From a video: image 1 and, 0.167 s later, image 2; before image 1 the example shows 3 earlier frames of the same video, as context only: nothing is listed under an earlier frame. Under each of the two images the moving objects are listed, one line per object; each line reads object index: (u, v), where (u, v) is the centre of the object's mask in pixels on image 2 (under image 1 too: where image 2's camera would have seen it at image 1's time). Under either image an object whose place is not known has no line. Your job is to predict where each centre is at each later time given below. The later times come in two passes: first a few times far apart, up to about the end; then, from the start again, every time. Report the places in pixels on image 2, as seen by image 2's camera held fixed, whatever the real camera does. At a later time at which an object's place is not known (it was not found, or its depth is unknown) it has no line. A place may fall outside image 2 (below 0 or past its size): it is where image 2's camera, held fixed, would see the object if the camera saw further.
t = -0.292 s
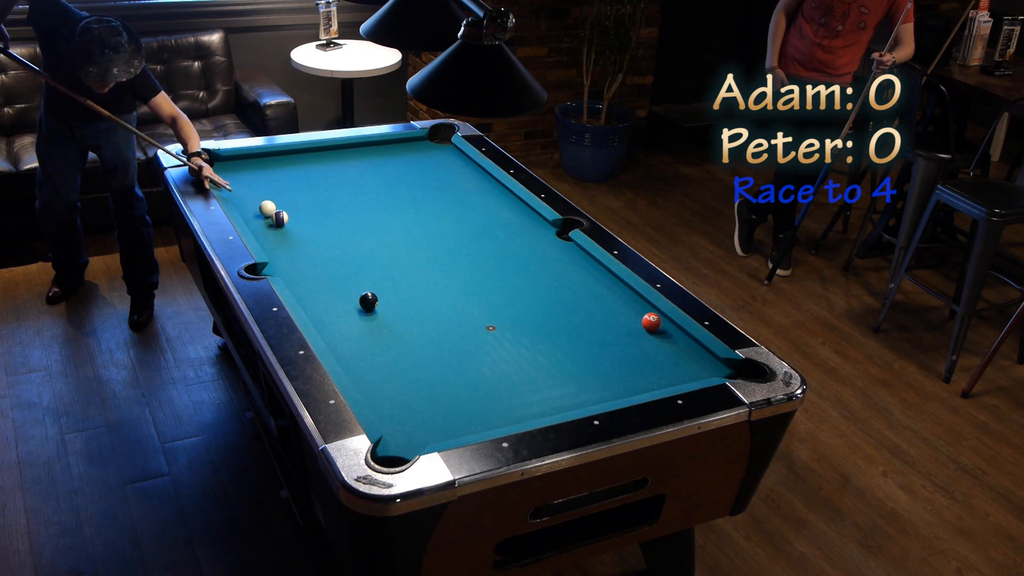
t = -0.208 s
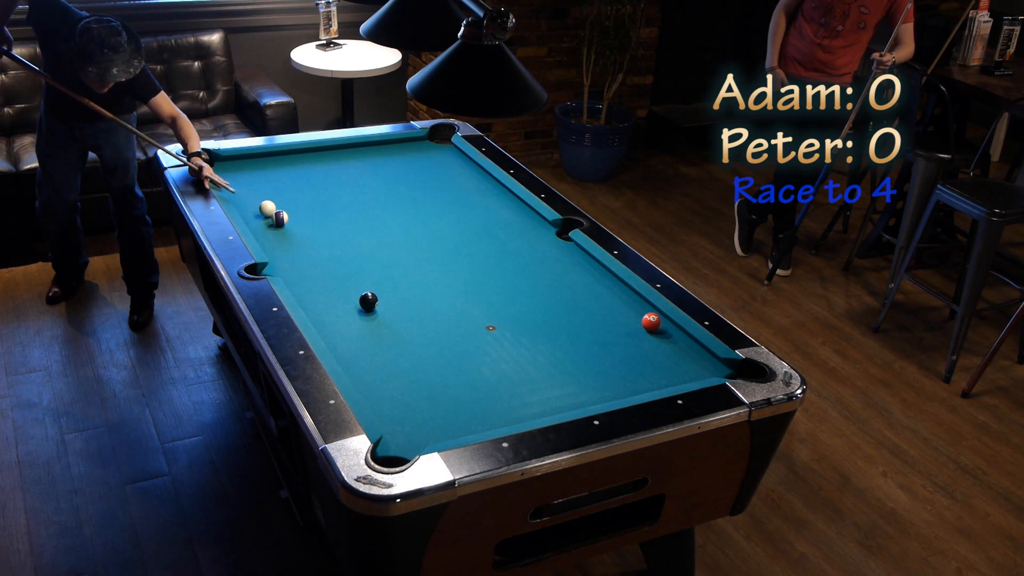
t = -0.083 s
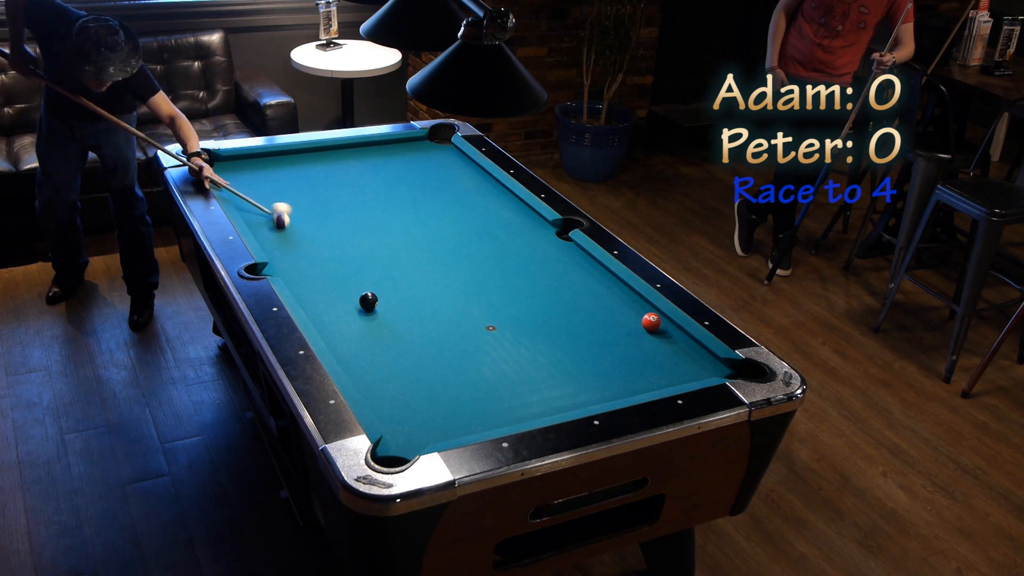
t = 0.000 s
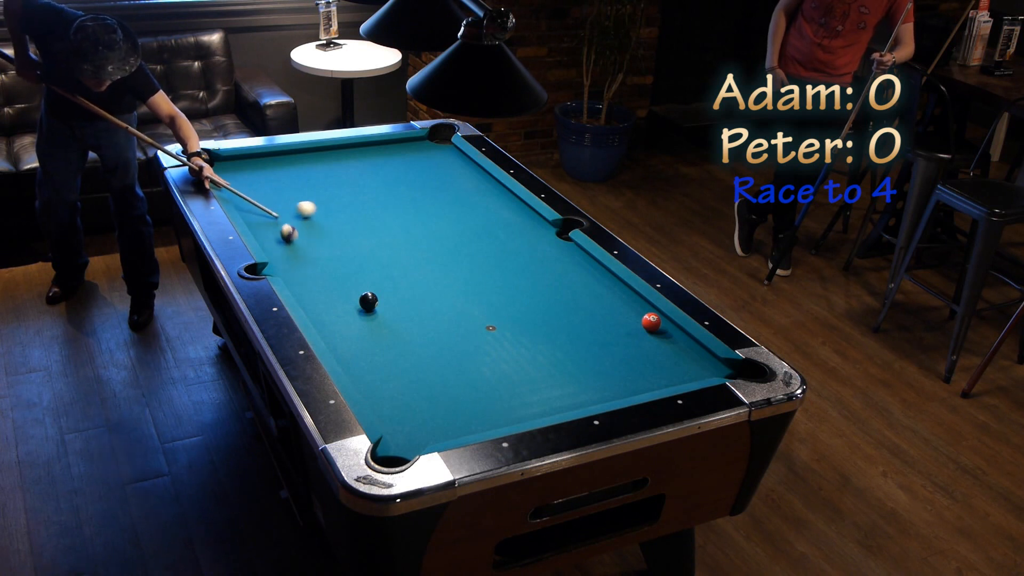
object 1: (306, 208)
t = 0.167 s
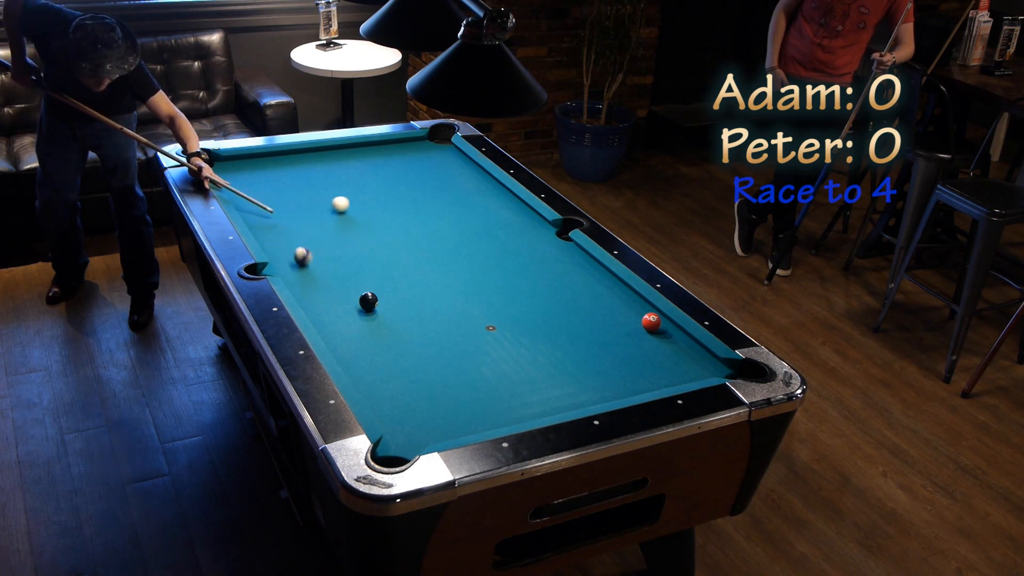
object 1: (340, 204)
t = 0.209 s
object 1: (347, 203)
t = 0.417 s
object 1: (378, 196)
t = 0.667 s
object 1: (413, 190)
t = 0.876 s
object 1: (440, 184)
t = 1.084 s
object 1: (464, 180)
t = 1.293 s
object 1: (484, 175)
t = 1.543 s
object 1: (466, 175)
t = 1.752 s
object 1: (453, 175)
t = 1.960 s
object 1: (441, 175)
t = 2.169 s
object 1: (430, 176)
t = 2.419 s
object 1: (418, 176)
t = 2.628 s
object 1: (409, 176)
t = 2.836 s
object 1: (401, 176)
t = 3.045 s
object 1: (394, 176)
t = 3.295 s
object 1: (387, 176)
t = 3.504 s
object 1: (383, 176)
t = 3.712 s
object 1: (380, 176)
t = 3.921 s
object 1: (378, 176)
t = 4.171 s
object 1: (376, 176)
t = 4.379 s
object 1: (376, 175)
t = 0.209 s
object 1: (347, 203)
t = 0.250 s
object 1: (353, 201)
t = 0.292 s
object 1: (359, 200)
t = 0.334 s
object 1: (366, 199)
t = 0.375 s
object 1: (372, 198)
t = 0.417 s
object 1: (378, 196)
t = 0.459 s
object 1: (384, 195)
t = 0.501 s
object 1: (390, 194)
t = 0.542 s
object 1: (396, 193)
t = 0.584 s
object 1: (401, 192)
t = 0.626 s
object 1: (407, 191)
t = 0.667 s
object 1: (413, 190)
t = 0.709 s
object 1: (418, 189)
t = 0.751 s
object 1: (424, 188)
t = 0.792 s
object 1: (429, 187)
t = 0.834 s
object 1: (434, 186)
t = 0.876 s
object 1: (440, 184)
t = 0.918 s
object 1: (445, 183)
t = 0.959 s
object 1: (450, 182)
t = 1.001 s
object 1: (455, 181)
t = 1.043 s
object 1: (460, 181)
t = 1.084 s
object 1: (464, 180)
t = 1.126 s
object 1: (469, 179)
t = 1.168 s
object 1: (474, 178)
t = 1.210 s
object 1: (479, 177)
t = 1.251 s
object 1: (484, 176)
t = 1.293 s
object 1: (484, 175)
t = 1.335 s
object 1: (481, 176)
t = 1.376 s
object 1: (478, 175)
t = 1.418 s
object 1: (475, 175)
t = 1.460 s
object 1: (472, 175)
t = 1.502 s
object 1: (469, 175)
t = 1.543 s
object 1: (466, 175)
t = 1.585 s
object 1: (464, 175)
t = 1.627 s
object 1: (461, 175)
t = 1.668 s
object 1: (458, 175)
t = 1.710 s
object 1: (456, 175)
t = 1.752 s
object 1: (453, 175)
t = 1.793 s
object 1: (451, 175)
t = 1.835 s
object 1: (448, 175)
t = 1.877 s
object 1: (446, 175)
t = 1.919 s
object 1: (443, 176)
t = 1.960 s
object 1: (441, 175)
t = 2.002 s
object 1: (439, 176)
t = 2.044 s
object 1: (436, 175)
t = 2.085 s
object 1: (434, 176)
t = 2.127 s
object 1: (432, 176)
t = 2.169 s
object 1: (430, 176)
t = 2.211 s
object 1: (428, 176)
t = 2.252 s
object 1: (426, 176)
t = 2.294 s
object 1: (424, 176)
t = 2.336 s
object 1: (422, 176)
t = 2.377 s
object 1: (420, 176)
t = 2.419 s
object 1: (418, 176)
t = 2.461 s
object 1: (416, 176)
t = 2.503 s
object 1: (414, 176)
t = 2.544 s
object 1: (412, 176)
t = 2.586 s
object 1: (410, 176)
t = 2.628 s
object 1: (409, 176)
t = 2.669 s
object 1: (407, 176)
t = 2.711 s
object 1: (405, 176)
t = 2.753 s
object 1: (404, 176)
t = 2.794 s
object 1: (402, 176)
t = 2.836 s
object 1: (401, 176)
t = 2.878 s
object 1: (399, 176)
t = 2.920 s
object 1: (398, 176)
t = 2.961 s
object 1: (397, 176)
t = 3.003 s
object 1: (395, 176)
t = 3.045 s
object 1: (394, 176)
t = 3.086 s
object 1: (393, 176)
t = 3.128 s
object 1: (392, 176)
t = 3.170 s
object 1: (390, 176)
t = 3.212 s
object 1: (389, 176)
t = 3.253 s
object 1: (388, 176)
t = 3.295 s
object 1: (387, 176)
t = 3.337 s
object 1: (386, 176)
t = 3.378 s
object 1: (385, 176)
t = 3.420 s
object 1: (385, 176)
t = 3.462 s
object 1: (384, 176)
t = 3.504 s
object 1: (383, 176)
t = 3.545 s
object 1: (382, 176)
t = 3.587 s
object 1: (382, 176)
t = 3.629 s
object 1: (381, 176)
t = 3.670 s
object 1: (380, 176)
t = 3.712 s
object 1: (380, 176)
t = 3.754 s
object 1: (379, 176)
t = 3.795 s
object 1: (379, 176)
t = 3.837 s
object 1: (378, 176)
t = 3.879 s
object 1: (378, 176)
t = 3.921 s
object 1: (378, 176)
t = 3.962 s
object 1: (377, 176)
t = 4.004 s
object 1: (377, 176)
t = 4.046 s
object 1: (377, 176)
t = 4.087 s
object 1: (376, 176)
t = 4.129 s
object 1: (376, 176)
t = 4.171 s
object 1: (376, 176)
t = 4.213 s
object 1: (376, 176)
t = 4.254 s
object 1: (376, 175)
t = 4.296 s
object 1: (376, 175)
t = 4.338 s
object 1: (376, 175)
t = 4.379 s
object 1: (376, 175)
